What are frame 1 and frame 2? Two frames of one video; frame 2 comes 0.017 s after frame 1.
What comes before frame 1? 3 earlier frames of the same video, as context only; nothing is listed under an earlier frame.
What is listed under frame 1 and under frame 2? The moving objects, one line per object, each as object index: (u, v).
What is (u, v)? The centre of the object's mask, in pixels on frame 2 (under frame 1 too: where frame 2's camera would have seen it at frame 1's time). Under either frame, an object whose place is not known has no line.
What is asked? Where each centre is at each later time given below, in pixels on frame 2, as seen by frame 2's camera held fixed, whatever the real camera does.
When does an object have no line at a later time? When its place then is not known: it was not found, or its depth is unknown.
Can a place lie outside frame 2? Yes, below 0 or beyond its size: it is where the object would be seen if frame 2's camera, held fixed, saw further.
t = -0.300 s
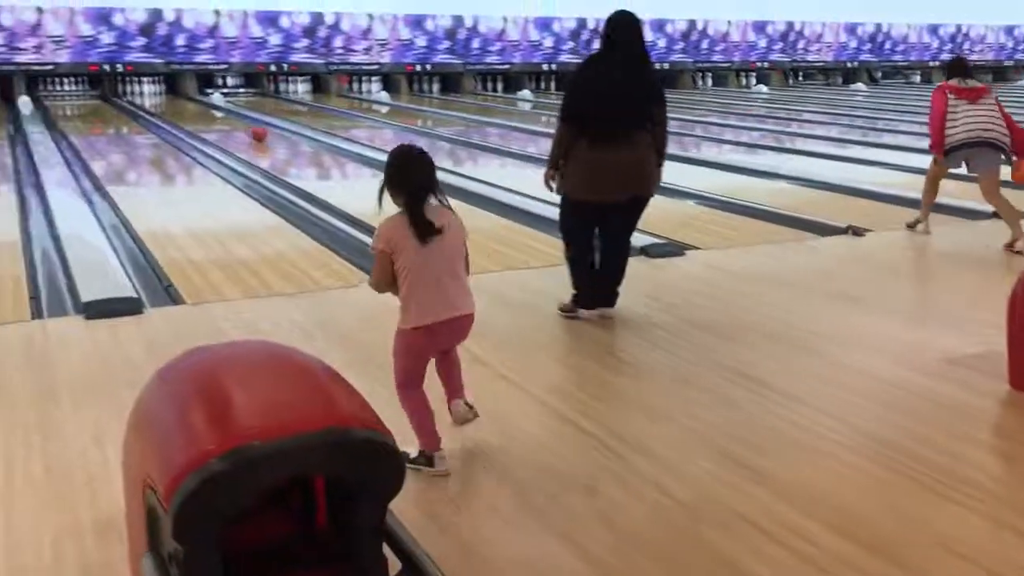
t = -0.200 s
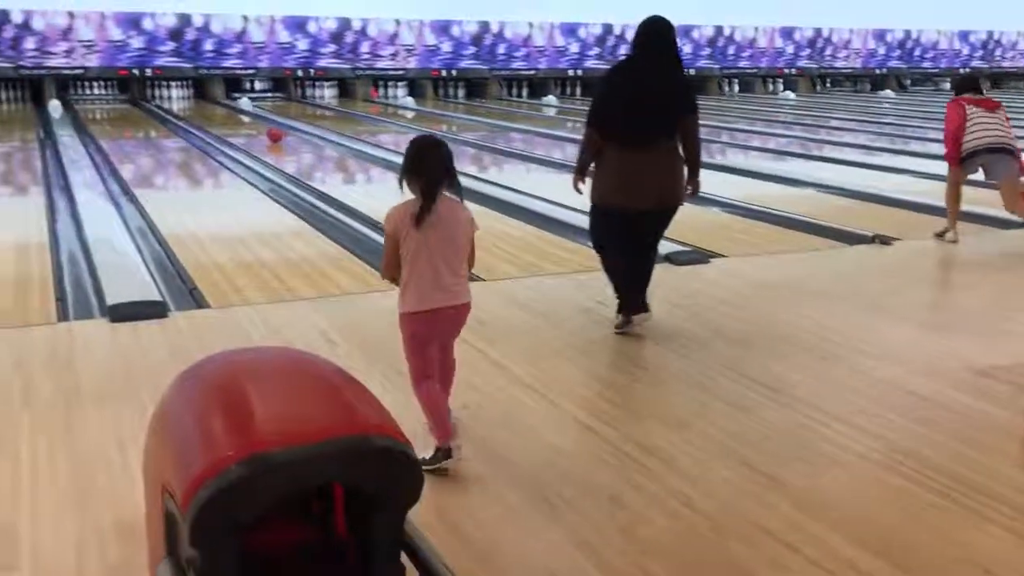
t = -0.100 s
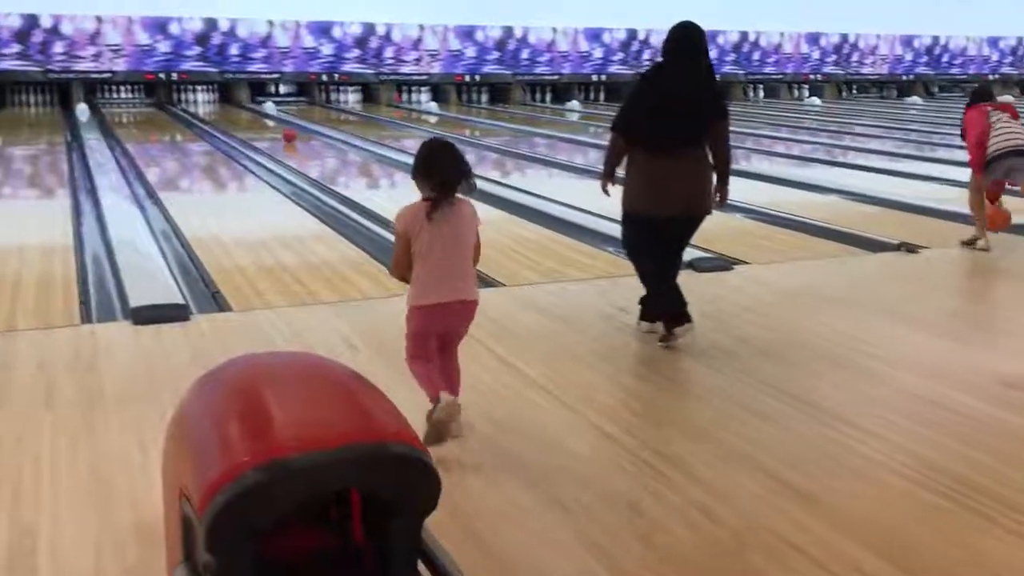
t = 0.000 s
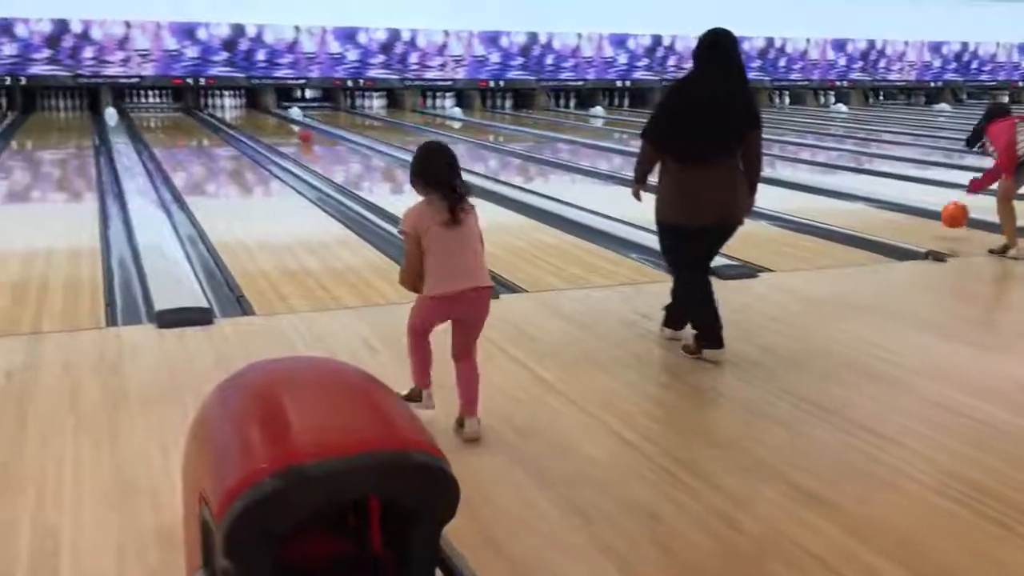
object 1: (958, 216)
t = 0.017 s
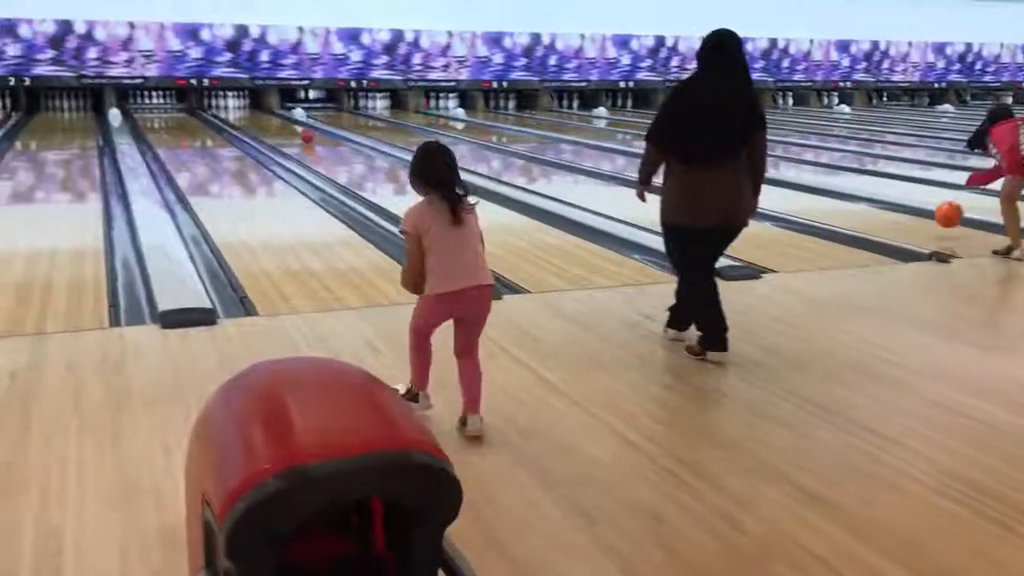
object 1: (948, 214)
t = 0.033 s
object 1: (939, 212)
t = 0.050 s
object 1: (930, 211)
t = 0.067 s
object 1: (922, 211)
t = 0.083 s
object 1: (913, 211)
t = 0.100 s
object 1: (905, 212)
